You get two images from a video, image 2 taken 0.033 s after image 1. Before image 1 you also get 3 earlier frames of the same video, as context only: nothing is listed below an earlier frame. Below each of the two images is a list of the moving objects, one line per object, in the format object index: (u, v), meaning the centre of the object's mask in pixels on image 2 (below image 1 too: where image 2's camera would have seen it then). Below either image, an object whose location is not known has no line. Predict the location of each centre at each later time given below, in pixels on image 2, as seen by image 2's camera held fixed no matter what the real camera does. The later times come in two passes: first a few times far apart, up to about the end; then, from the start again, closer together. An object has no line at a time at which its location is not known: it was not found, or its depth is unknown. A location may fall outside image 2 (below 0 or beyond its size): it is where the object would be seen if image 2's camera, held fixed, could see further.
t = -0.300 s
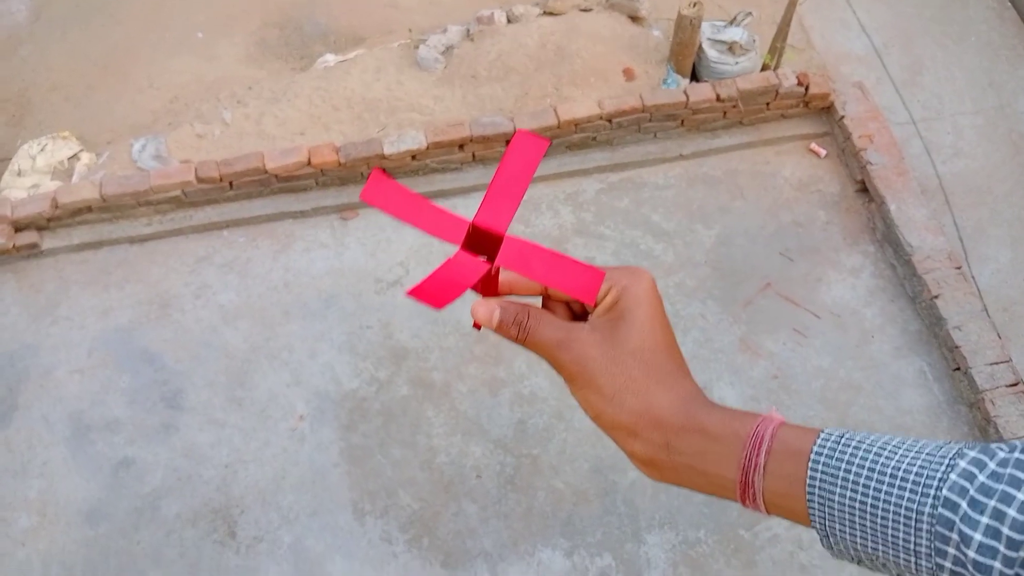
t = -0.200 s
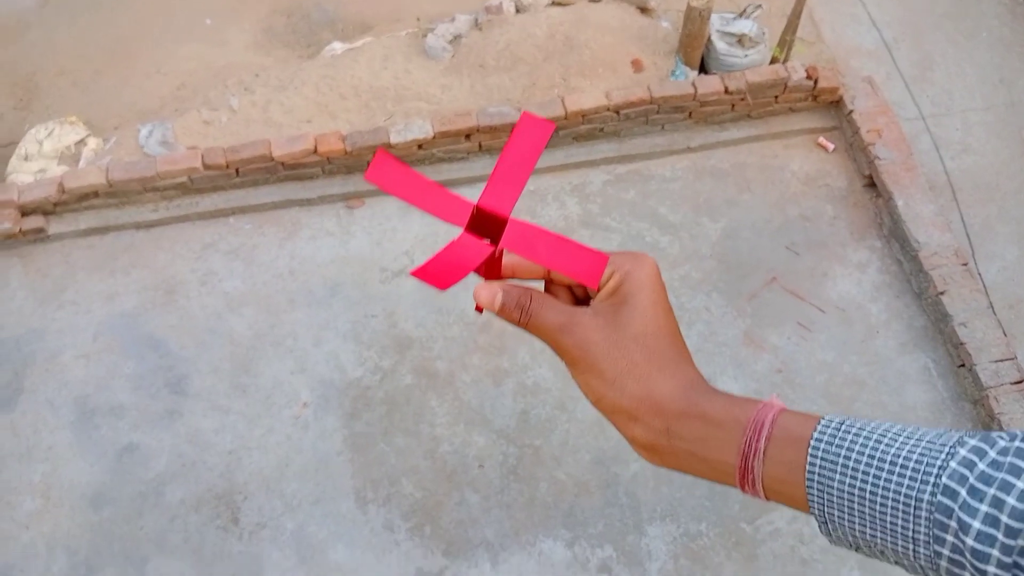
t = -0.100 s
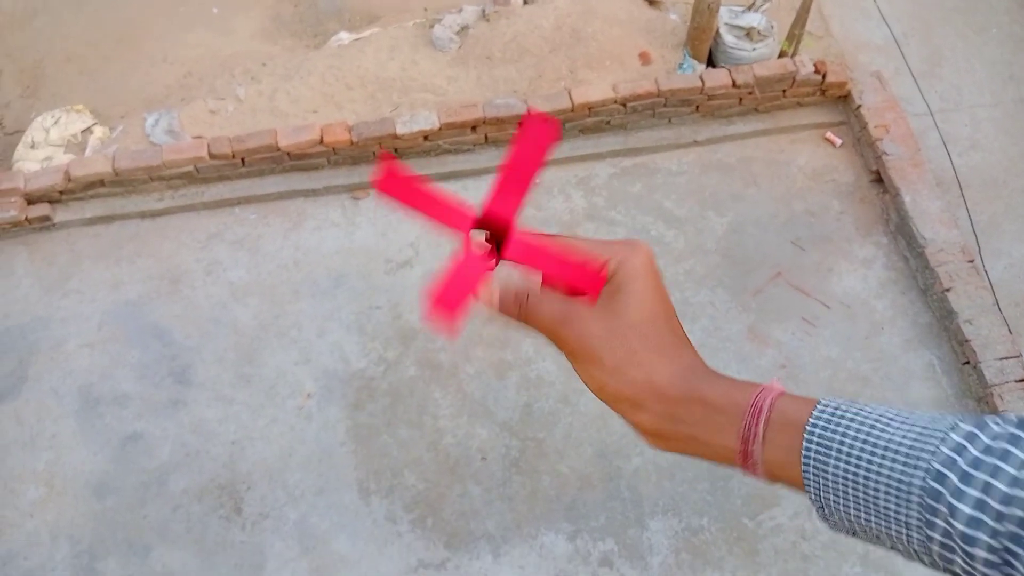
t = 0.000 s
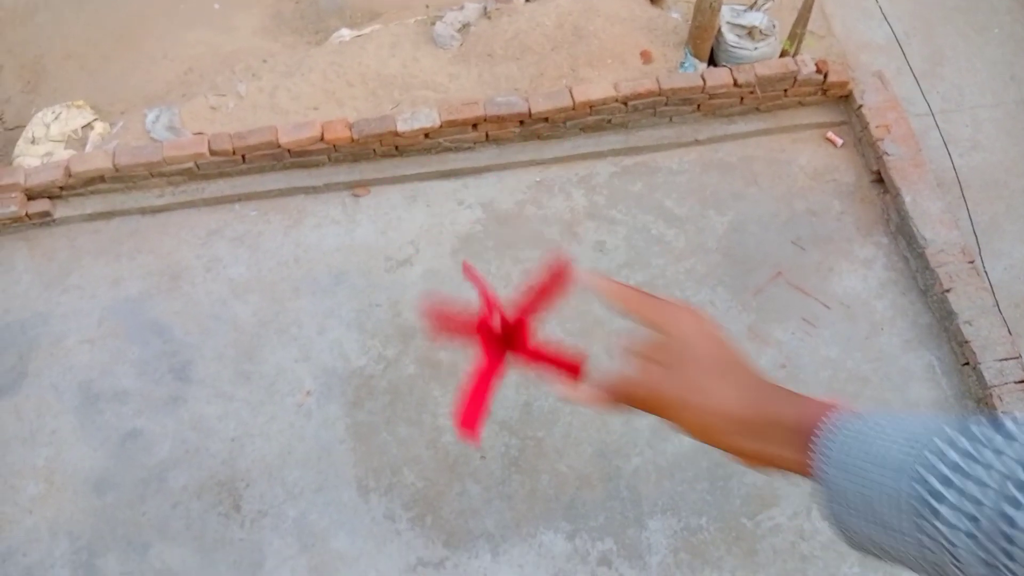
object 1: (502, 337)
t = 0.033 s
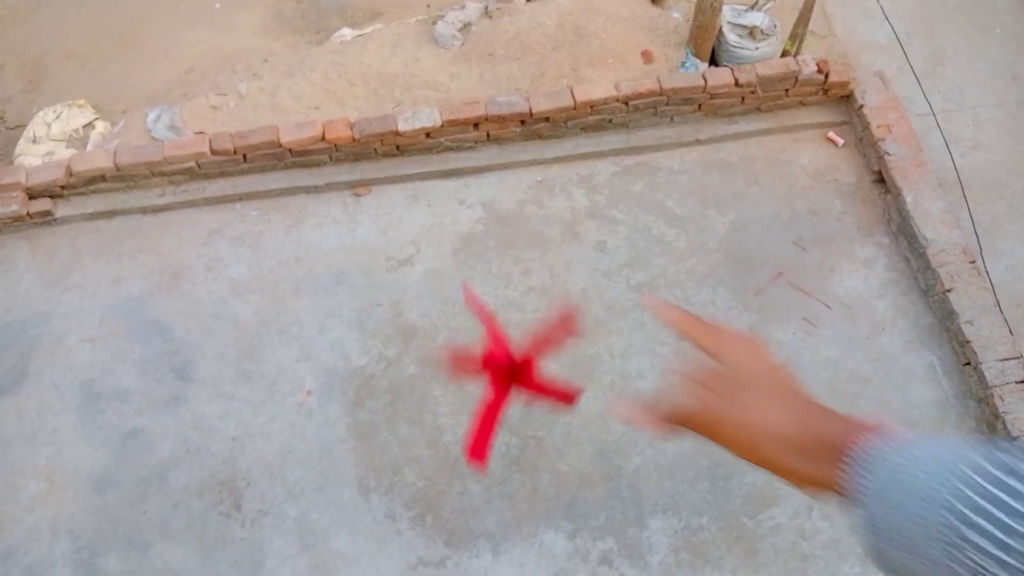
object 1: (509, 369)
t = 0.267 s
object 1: (506, 580)
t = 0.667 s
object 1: (457, 683)
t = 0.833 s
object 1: (448, 692)
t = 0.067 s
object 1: (515, 401)
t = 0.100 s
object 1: (518, 432)
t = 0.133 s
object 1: (521, 464)
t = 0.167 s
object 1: (525, 499)
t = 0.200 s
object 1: (522, 534)
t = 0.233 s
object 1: (516, 564)
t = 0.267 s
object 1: (506, 580)
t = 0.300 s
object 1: (482, 584)
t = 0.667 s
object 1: (457, 683)
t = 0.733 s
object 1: (462, 692)
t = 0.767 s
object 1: (454, 689)
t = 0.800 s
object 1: (451, 690)
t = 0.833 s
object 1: (448, 692)
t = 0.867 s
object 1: (444, 691)
